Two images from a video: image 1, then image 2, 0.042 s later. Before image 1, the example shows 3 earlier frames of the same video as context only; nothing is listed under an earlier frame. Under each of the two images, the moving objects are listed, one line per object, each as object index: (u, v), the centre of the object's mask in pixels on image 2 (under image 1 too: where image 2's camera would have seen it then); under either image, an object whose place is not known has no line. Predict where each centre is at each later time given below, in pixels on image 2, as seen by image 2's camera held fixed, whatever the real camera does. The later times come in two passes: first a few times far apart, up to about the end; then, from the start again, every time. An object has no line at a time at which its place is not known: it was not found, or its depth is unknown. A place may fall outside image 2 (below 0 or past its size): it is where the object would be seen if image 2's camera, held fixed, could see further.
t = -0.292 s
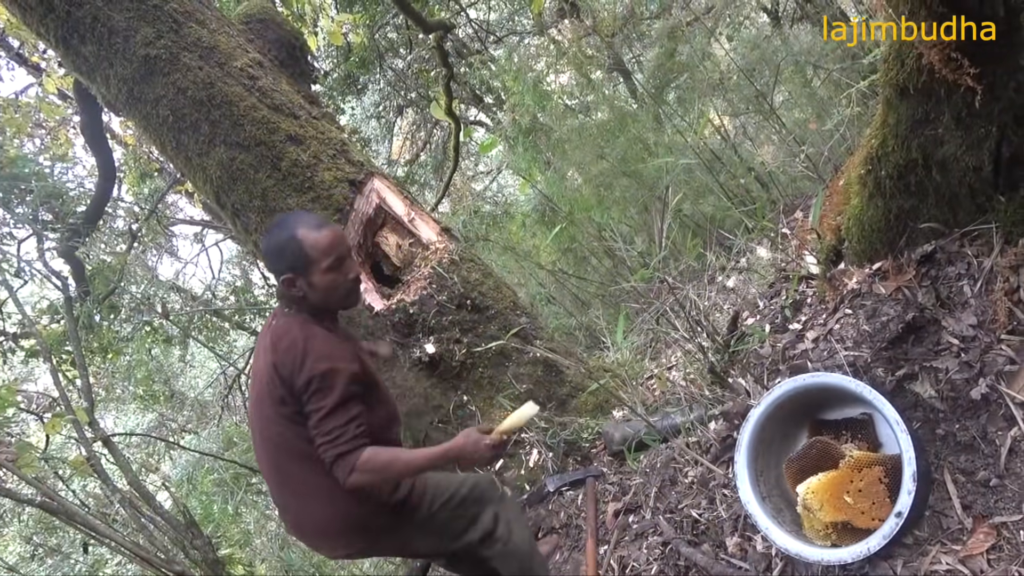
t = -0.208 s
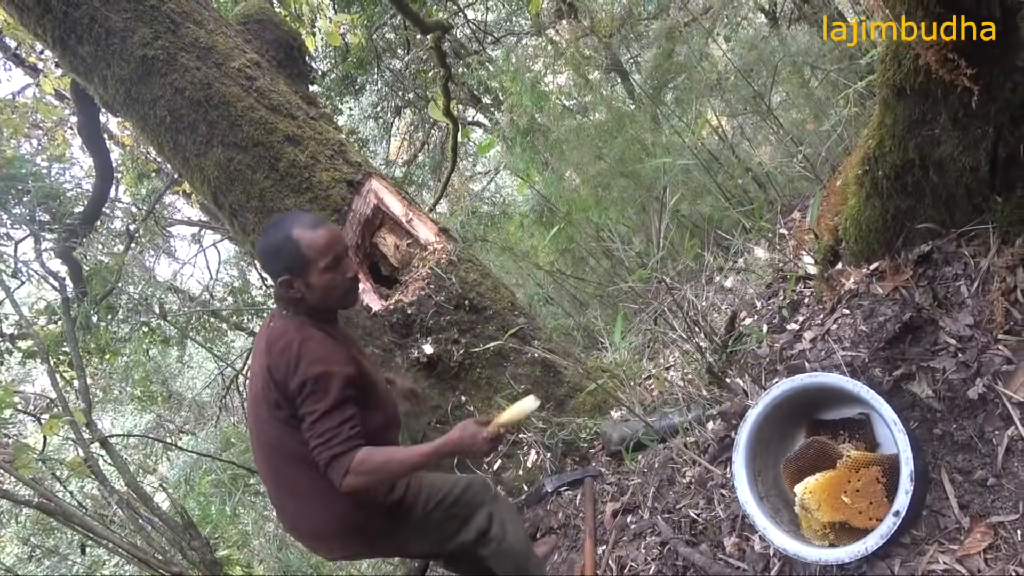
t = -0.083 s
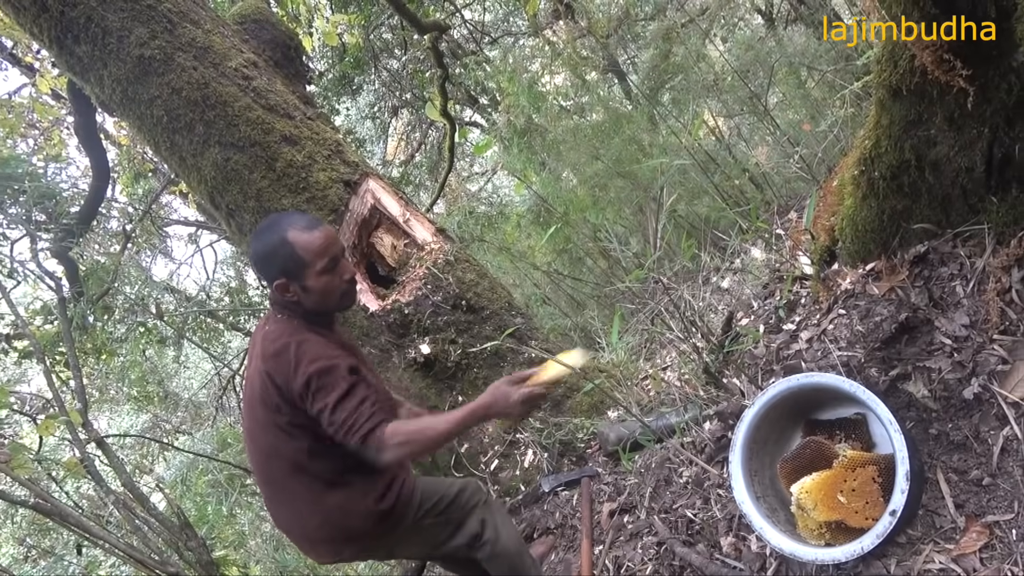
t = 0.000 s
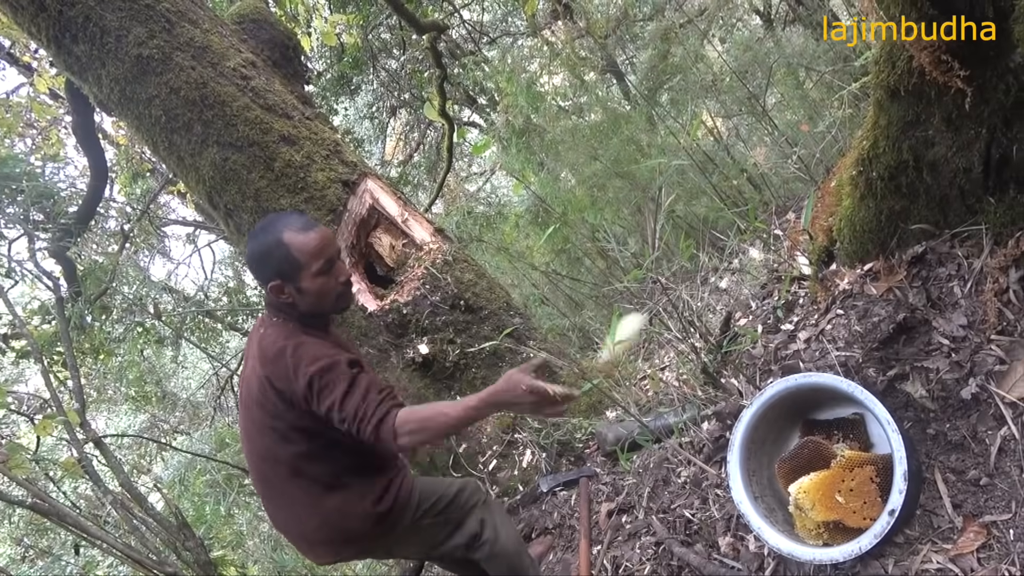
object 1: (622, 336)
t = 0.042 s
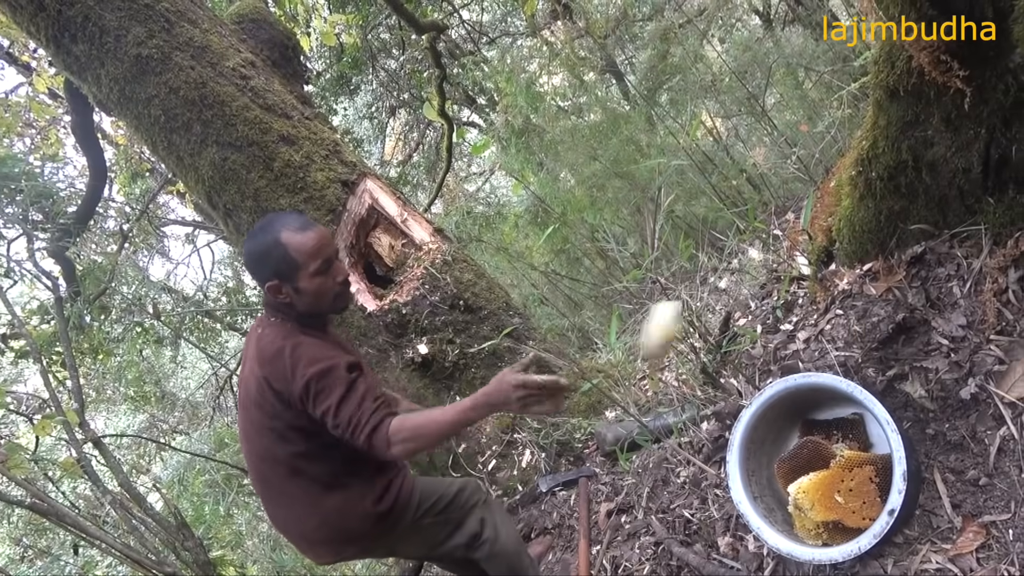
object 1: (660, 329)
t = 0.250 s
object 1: (911, 330)
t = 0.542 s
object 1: (935, 371)
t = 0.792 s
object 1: (931, 390)
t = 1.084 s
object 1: (931, 390)
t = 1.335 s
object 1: (931, 390)
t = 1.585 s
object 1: (931, 389)
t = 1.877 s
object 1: (931, 390)
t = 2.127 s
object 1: (931, 390)
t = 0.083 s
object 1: (708, 332)
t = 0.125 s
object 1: (760, 335)
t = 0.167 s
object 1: (817, 337)
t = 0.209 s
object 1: (863, 332)
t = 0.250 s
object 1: (911, 330)
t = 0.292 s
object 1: (962, 335)
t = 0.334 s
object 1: (967, 334)
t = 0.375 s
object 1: (960, 335)
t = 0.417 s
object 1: (952, 339)
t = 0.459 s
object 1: (944, 349)
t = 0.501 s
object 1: (939, 361)
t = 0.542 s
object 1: (935, 371)
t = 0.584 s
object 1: (932, 379)
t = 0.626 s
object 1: (931, 388)
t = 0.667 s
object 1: (931, 389)
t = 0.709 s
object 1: (931, 390)
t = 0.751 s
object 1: (931, 390)
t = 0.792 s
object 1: (931, 390)
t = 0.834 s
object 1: (931, 390)
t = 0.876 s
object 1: (931, 389)
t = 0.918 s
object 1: (931, 389)
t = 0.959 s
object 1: (931, 390)
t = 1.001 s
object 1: (931, 390)
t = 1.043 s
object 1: (931, 389)
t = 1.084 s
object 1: (931, 390)
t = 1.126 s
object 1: (931, 390)
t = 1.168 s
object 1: (931, 389)
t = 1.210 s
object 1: (931, 390)
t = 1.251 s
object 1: (931, 390)
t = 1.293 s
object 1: (931, 390)
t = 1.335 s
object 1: (931, 390)
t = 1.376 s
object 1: (931, 389)
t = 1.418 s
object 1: (931, 389)
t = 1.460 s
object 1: (931, 389)
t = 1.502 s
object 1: (931, 389)
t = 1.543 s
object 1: (931, 389)
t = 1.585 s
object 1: (931, 389)
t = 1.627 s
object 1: (931, 390)
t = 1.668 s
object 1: (931, 389)
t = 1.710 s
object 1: (931, 390)
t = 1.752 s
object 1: (931, 389)
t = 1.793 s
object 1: (931, 389)
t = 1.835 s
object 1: (931, 389)
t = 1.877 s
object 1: (931, 390)
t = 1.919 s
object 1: (931, 390)
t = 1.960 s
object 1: (931, 389)
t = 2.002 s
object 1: (931, 390)
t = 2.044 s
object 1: (931, 390)
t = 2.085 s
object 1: (931, 390)
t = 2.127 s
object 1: (931, 390)
